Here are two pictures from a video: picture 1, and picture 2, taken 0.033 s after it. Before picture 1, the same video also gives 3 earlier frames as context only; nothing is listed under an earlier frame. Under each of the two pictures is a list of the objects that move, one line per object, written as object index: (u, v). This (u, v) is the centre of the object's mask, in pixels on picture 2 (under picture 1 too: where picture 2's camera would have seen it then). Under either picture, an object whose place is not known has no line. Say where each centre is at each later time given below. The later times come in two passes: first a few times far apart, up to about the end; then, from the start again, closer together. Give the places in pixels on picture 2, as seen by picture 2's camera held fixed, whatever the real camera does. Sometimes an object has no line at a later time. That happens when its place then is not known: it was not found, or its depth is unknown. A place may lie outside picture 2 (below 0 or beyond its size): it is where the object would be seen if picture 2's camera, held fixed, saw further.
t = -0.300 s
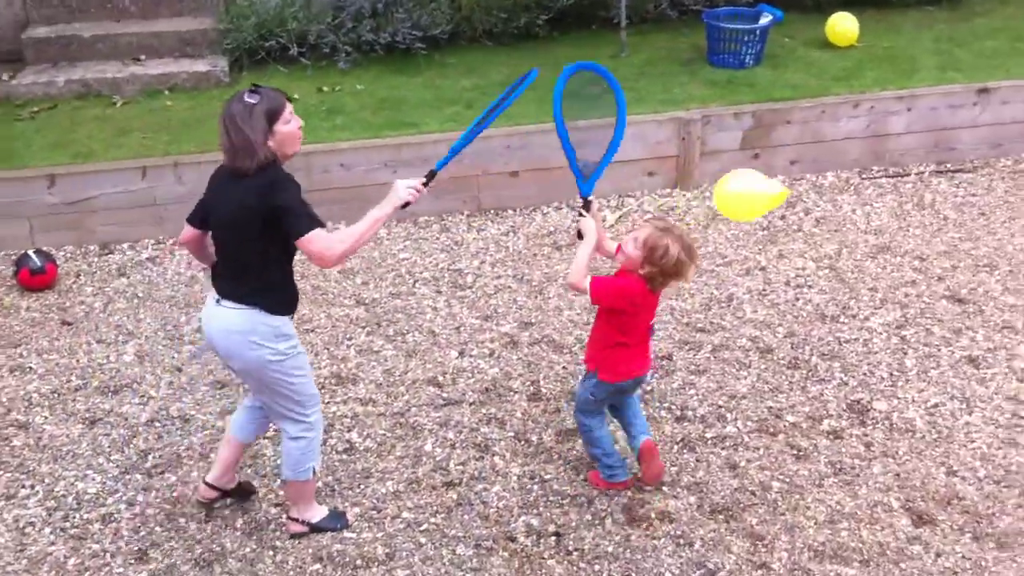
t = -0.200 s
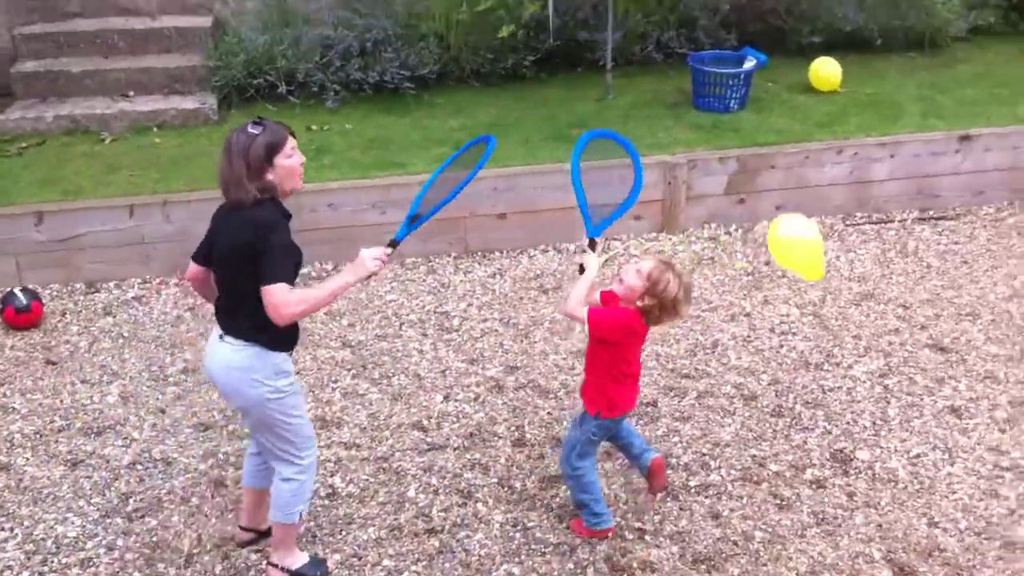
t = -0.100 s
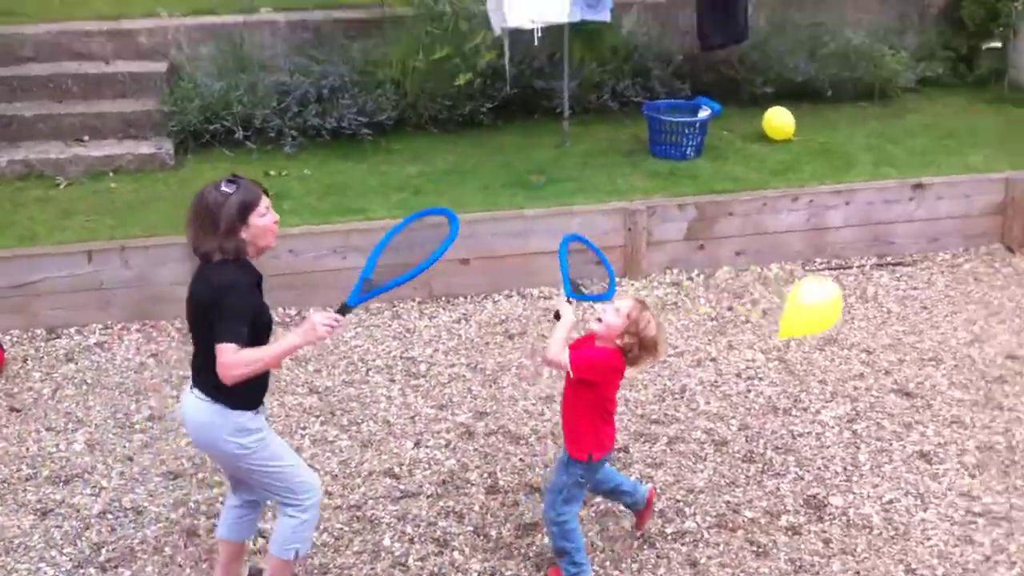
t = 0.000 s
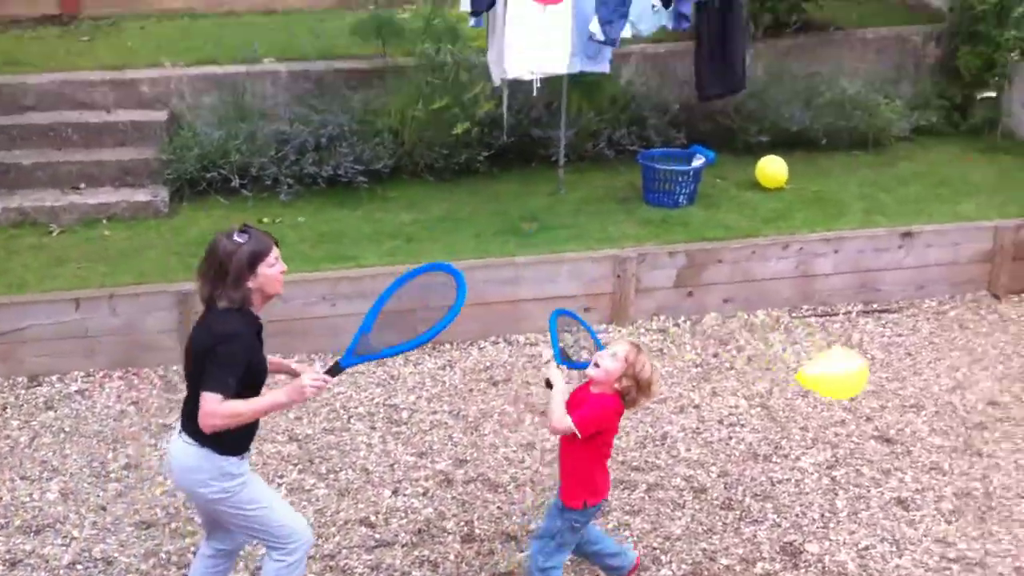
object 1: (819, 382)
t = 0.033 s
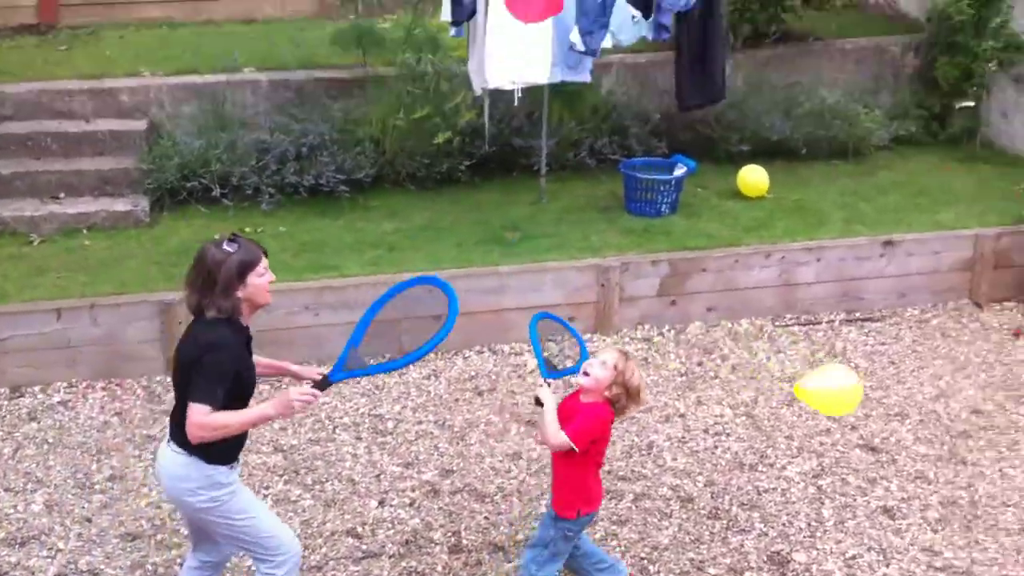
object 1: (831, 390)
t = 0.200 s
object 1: (875, 428)
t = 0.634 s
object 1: (906, 552)
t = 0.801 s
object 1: (908, 610)
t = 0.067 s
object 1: (841, 397)
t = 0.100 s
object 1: (851, 404)
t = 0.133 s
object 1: (860, 412)
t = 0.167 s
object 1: (867, 420)
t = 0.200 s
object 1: (875, 428)
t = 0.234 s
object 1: (880, 436)
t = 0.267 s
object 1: (885, 444)
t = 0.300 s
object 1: (888, 452)
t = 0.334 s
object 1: (891, 460)
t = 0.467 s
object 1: (900, 499)
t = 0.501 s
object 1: (901, 509)
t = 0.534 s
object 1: (903, 519)
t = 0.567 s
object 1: (904, 530)
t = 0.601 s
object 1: (905, 542)
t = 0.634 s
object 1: (906, 552)
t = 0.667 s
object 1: (907, 566)
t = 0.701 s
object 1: (908, 578)
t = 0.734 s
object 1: (908, 589)
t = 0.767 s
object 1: (908, 601)
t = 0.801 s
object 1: (908, 610)
